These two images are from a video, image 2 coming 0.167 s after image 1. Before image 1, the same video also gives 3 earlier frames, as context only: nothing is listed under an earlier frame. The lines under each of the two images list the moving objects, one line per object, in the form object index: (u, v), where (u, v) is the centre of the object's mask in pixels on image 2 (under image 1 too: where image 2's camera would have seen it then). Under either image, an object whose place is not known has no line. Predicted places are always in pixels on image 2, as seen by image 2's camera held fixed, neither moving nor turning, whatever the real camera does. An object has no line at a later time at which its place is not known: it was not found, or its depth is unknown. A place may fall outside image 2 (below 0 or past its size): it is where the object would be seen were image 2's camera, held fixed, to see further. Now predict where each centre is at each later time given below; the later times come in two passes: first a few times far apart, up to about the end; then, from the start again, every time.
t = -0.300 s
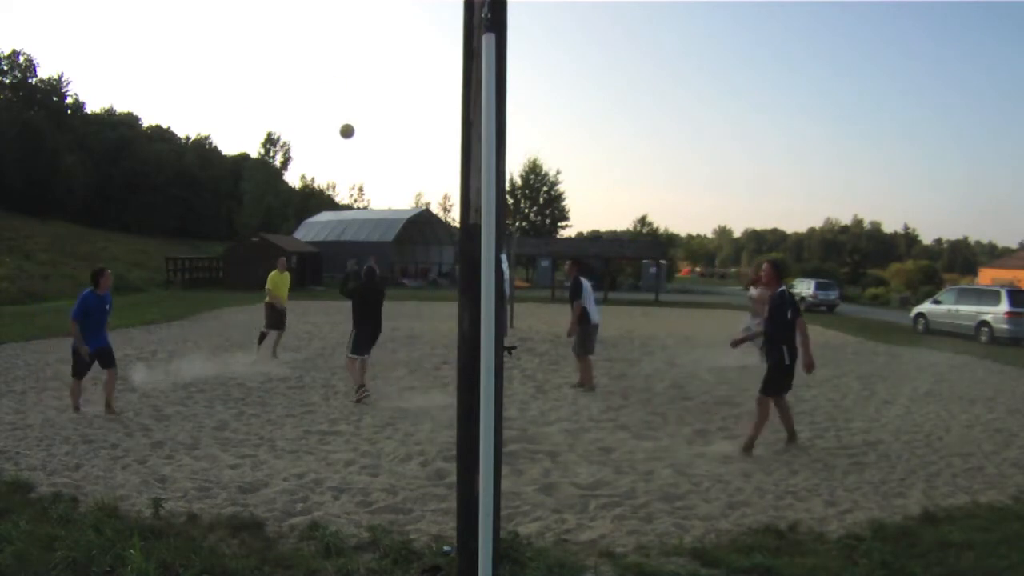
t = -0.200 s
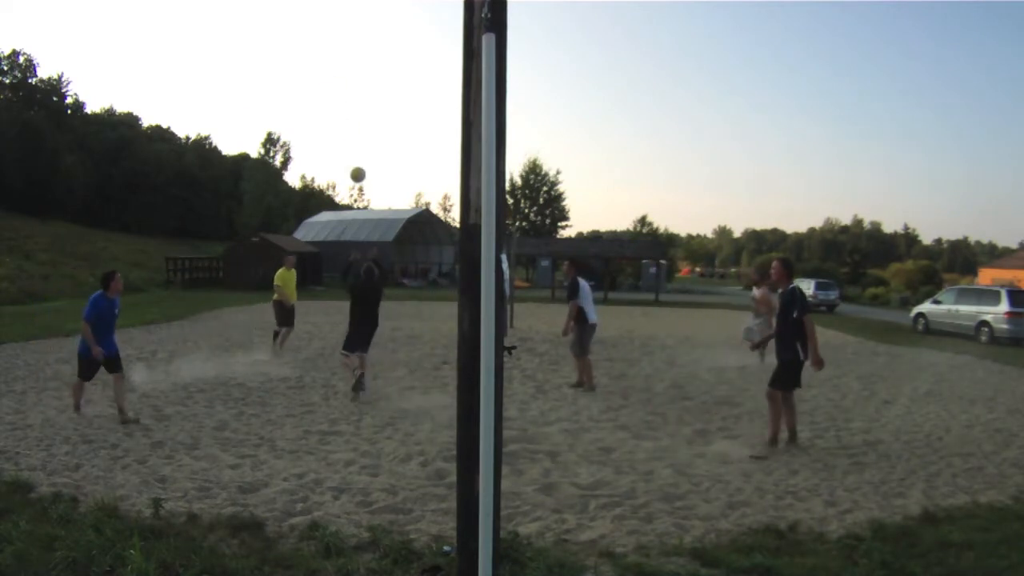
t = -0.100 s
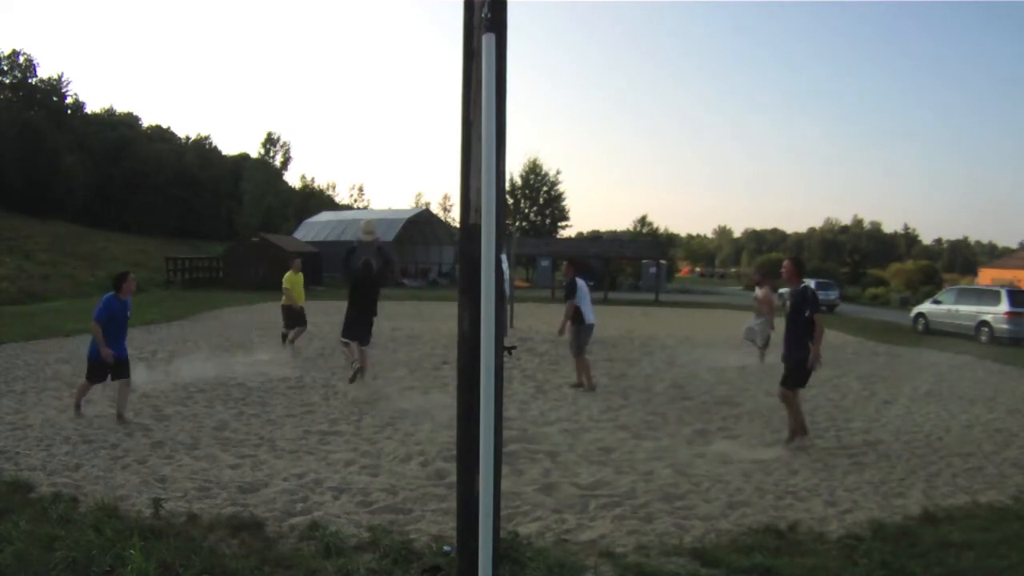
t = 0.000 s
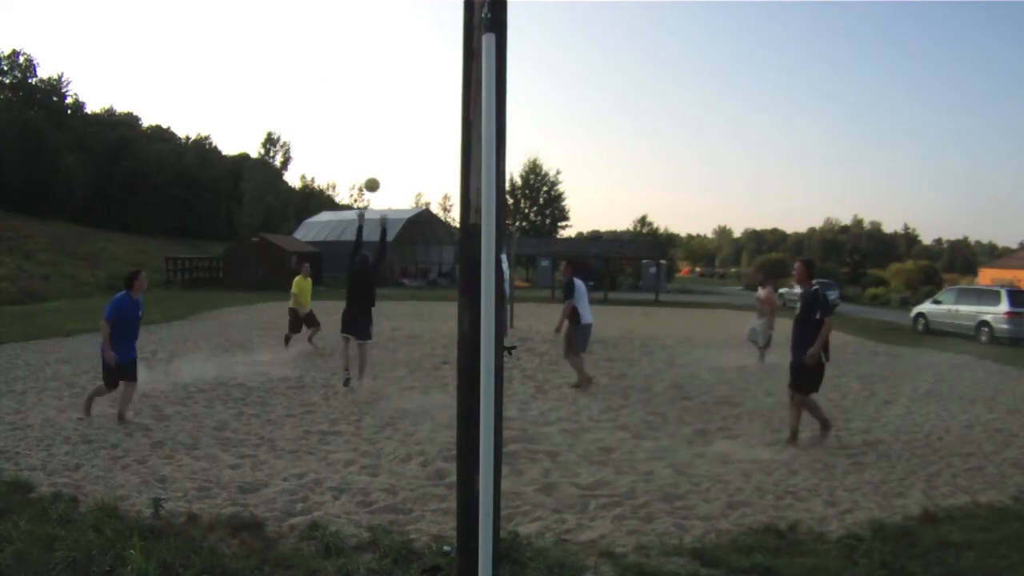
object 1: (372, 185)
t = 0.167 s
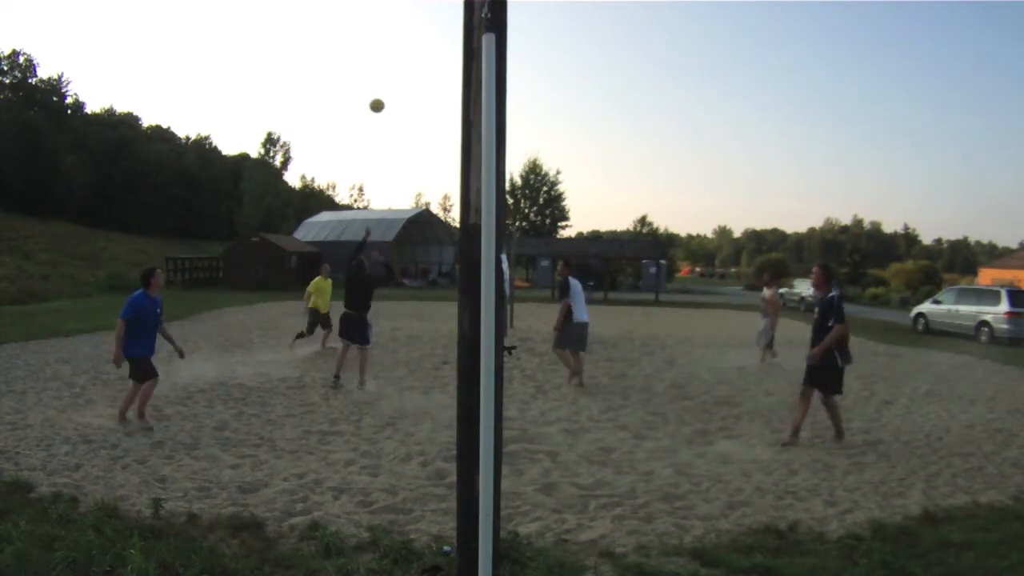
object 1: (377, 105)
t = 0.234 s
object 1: (378, 82)
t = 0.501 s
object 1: (385, 24)
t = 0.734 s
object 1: (388, 14)
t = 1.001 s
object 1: (390, 38)
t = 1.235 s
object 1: (391, 90)
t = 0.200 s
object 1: (377, 93)
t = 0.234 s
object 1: (378, 82)
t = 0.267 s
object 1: (379, 71)
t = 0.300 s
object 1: (380, 62)
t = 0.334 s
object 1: (381, 53)
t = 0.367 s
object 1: (382, 46)
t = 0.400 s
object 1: (383, 40)
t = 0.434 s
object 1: (383, 34)
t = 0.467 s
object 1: (384, 29)
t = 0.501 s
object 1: (385, 24)
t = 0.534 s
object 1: (385, 21)
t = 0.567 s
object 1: (386, 18)
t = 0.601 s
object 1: (386, 16)
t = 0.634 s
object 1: (387, 14)
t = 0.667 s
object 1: (388, 13)
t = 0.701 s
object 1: (388, 13)
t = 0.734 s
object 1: (388, 14)
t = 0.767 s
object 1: (389, 15)
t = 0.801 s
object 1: (389, 16)
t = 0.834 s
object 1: (389, 18)
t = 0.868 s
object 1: (390, 21)
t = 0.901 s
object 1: (390, 25)
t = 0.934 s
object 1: (390, 28)
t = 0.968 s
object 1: (390, 33)
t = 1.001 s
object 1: (390, 38)
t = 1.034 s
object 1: (391, 44)
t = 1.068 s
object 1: (391, 50)
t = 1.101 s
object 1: (391, 57)
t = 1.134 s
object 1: (391, 64)
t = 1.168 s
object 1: (391, 72)
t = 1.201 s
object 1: (391, 81)
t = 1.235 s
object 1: (391, 90)
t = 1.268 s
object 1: (391, 100)
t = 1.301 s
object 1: (391, 110)
